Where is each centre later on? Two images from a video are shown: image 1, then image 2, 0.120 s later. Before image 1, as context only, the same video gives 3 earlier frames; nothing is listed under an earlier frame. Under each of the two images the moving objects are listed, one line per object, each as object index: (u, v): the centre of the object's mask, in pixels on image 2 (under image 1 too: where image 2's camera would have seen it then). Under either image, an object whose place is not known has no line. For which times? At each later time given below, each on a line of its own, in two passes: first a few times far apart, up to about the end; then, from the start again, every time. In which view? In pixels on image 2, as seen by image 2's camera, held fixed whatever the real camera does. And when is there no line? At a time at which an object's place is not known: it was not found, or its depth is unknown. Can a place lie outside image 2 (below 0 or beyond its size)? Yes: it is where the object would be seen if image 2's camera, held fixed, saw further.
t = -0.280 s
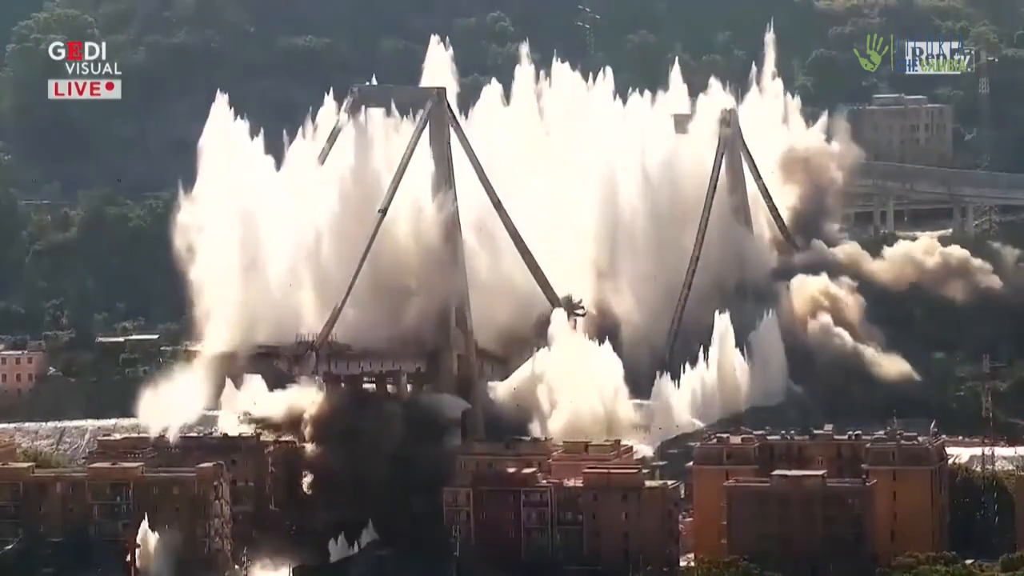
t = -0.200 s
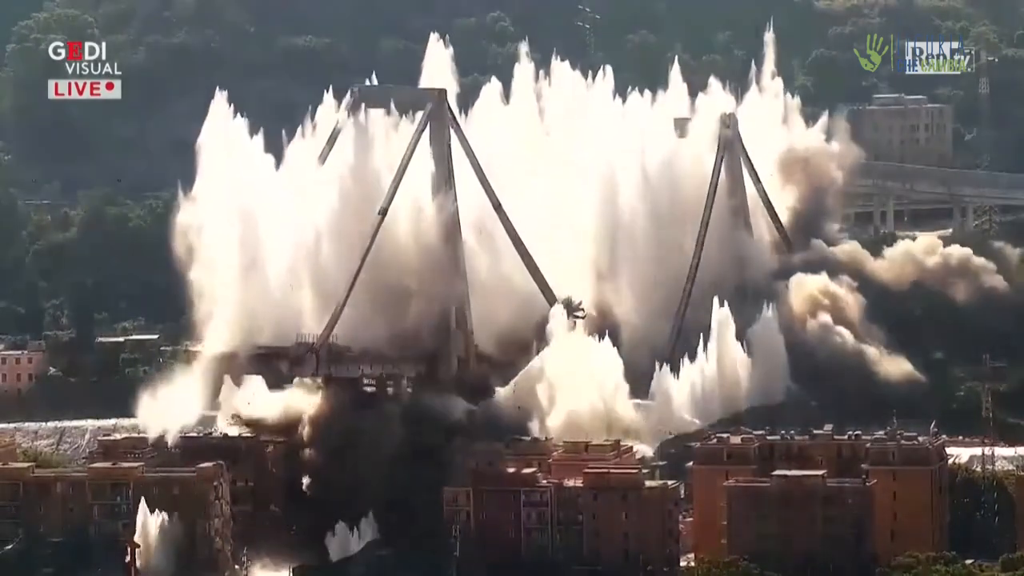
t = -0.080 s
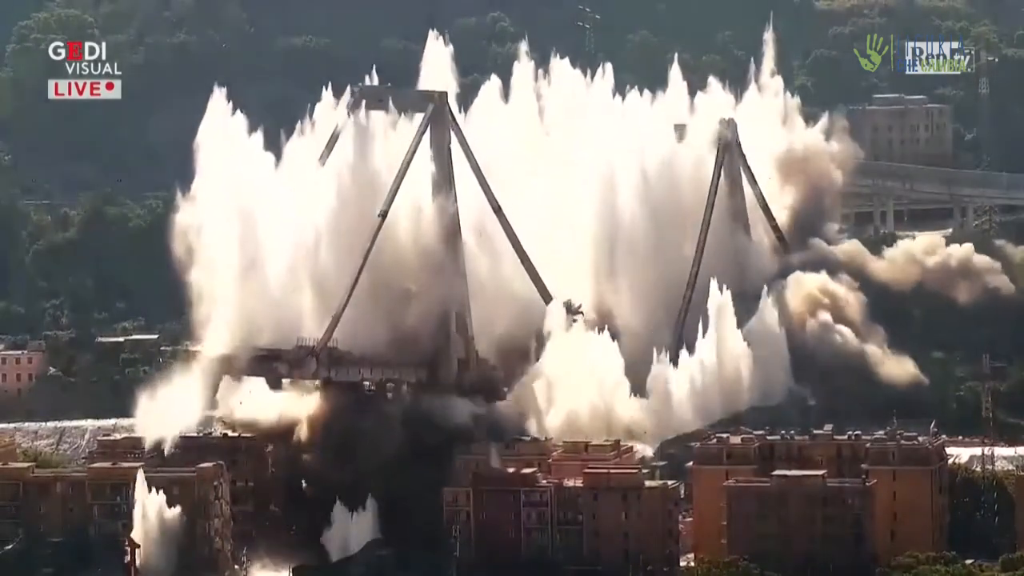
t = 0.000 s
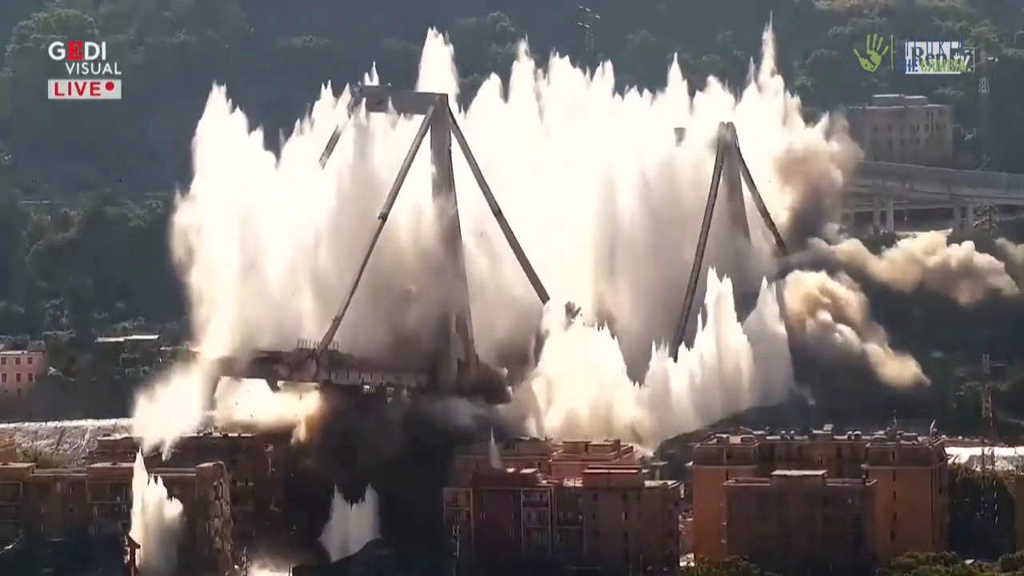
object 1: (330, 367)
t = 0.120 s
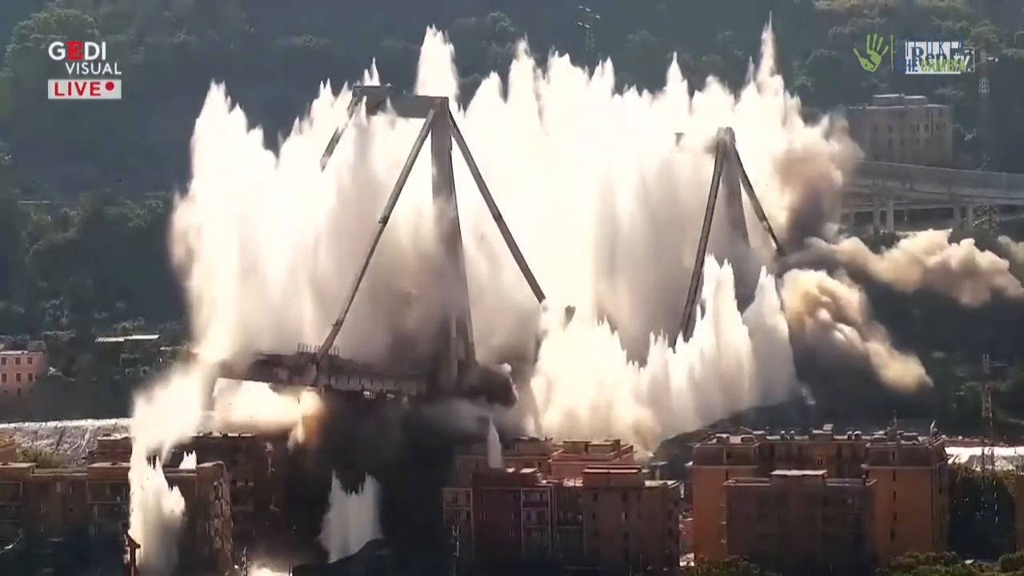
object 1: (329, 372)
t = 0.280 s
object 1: (326, 380)
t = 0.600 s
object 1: (314, 396)
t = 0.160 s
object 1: (329, 374)
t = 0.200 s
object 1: (328, 376)
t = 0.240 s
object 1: (328, 377)
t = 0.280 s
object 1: (326, 380)
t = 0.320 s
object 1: (326, 382)
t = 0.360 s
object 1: (328, 384)
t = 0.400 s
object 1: (322, 385)
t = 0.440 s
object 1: (323, 387)
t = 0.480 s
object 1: (323, 390)
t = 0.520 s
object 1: (318, 391)
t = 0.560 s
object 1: (318, 394)
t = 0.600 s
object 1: (314, 396)
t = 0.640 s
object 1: (312, 398)
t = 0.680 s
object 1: (311, 400)
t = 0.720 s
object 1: (310, 403)
